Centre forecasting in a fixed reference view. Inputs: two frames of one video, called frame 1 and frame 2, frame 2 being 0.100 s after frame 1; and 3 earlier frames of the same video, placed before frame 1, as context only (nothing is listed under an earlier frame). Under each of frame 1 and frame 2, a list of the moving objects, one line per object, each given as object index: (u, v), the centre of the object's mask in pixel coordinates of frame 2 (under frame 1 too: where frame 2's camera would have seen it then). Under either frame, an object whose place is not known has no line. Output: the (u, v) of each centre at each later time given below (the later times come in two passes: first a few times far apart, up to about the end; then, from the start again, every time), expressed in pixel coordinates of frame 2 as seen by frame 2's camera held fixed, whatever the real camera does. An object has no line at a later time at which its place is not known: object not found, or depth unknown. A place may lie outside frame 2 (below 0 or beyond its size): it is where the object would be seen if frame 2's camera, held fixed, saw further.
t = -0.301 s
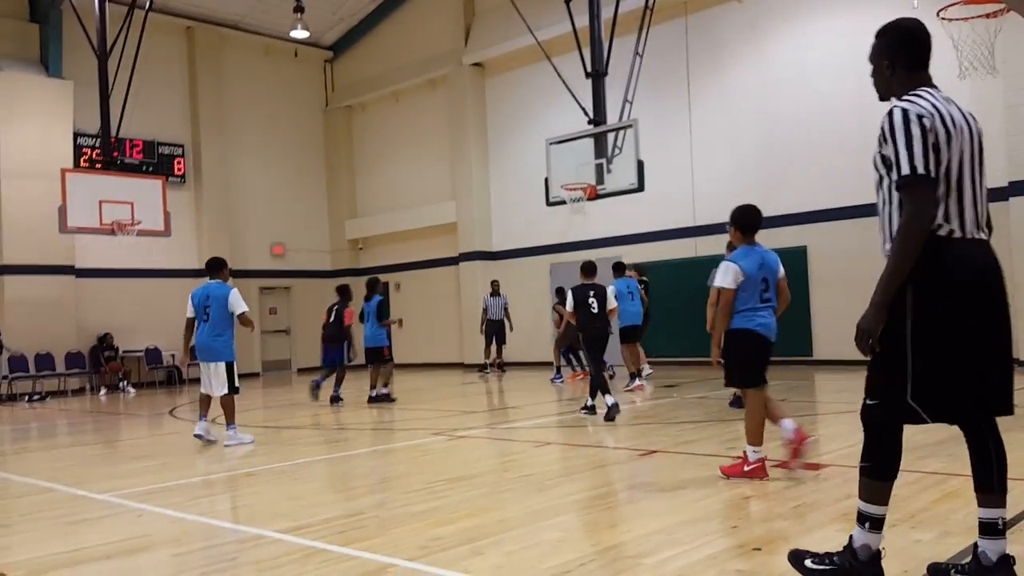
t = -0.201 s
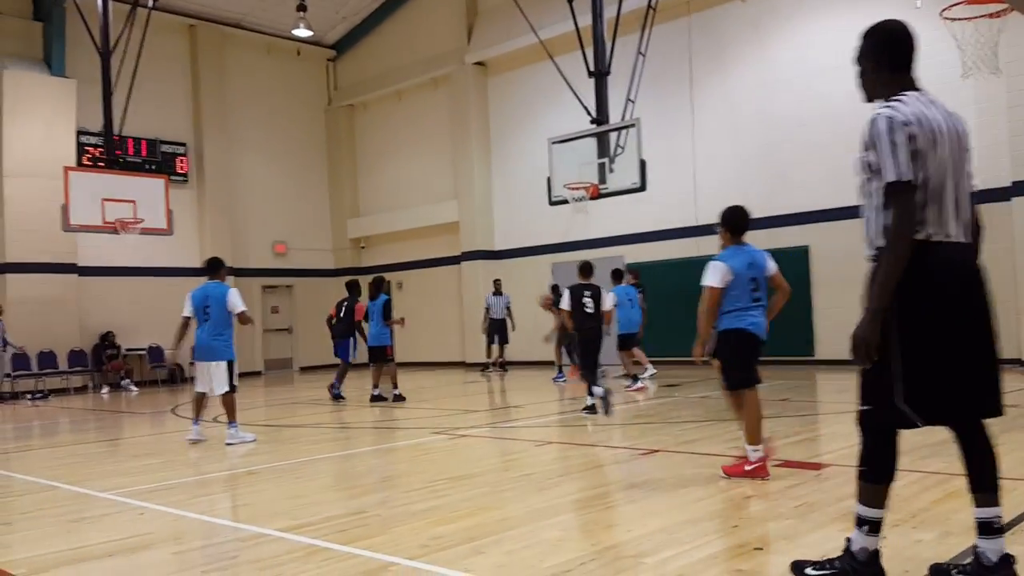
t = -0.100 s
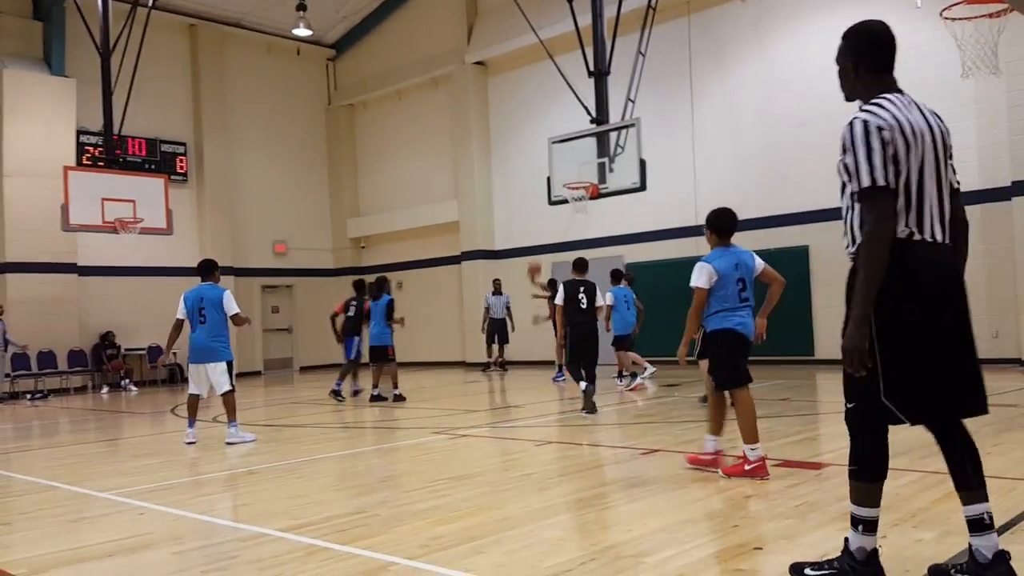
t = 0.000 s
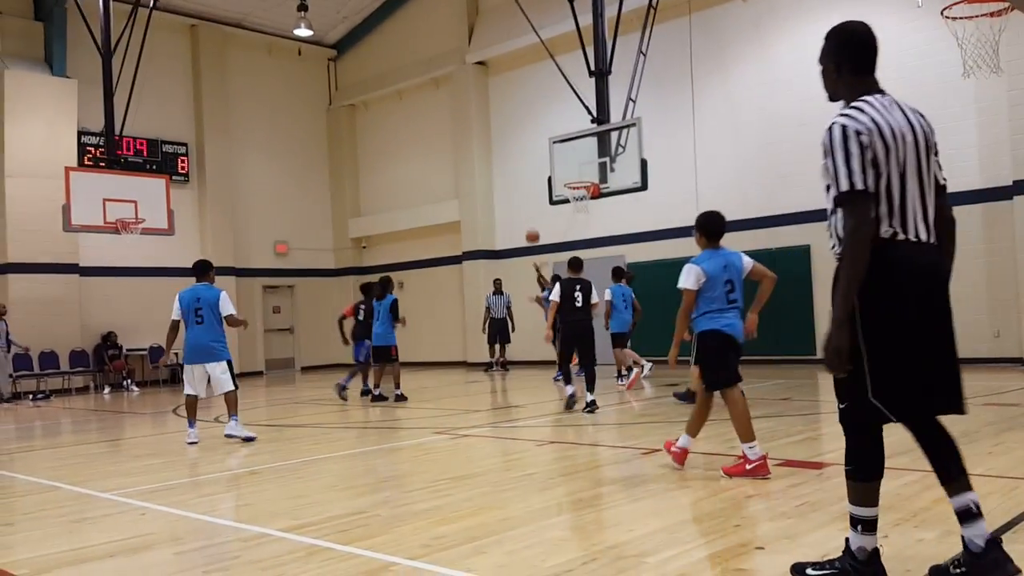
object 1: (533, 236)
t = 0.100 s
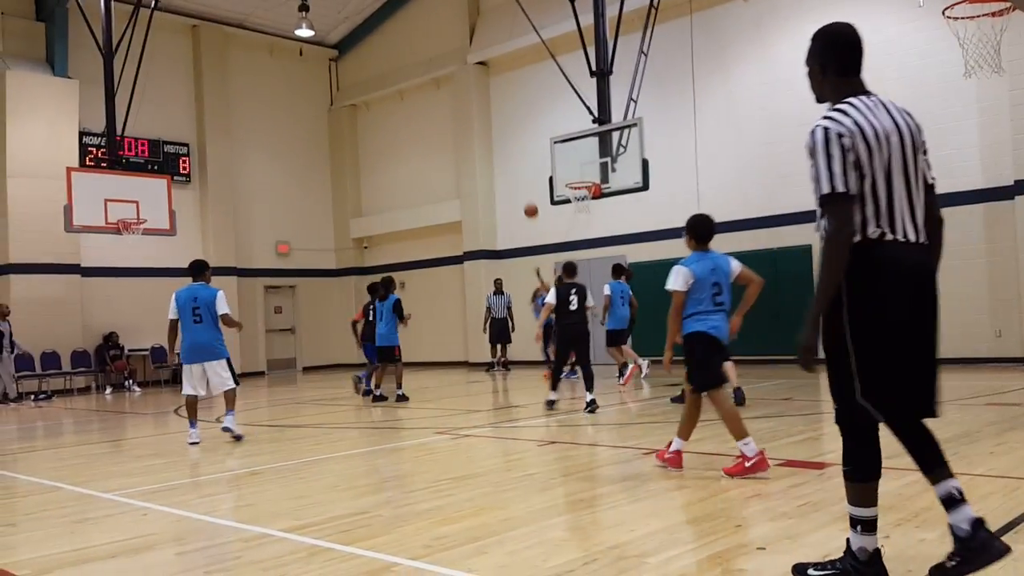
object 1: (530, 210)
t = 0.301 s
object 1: (526, 174)
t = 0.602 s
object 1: (520, 166)
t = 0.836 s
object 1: (519, 198)
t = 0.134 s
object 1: (530, 203)
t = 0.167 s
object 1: (529, 196)
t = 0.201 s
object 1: (528, 190)
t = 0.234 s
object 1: (527, 184)
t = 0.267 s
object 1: (527, 179)
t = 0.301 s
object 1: (526, 174)
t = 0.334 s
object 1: (525, 171)
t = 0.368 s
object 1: (525, 168)
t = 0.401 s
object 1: (524, 166)
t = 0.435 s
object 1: (523, 164)
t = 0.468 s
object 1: (523, 163)
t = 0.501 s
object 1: (522, 163)
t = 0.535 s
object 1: (522, 163)
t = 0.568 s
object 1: (521, 164)
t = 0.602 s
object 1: (520, 166)
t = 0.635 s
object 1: (520, 168)
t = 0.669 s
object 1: (520, 171)
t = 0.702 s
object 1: (519, 175)
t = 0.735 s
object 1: (519, 180)
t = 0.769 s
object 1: (519, 185)
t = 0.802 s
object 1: (519, 191)
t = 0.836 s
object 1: (519, 198)
